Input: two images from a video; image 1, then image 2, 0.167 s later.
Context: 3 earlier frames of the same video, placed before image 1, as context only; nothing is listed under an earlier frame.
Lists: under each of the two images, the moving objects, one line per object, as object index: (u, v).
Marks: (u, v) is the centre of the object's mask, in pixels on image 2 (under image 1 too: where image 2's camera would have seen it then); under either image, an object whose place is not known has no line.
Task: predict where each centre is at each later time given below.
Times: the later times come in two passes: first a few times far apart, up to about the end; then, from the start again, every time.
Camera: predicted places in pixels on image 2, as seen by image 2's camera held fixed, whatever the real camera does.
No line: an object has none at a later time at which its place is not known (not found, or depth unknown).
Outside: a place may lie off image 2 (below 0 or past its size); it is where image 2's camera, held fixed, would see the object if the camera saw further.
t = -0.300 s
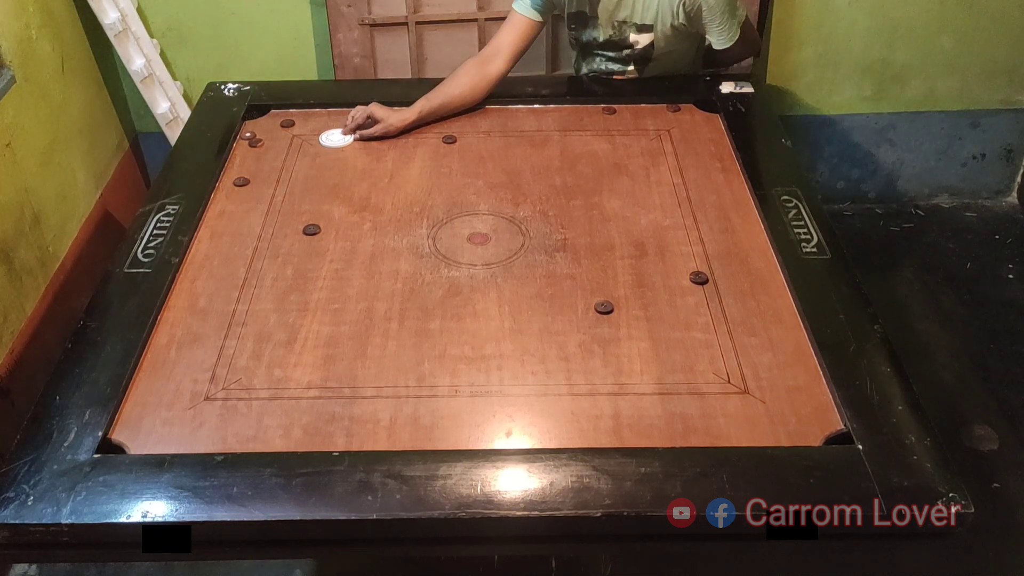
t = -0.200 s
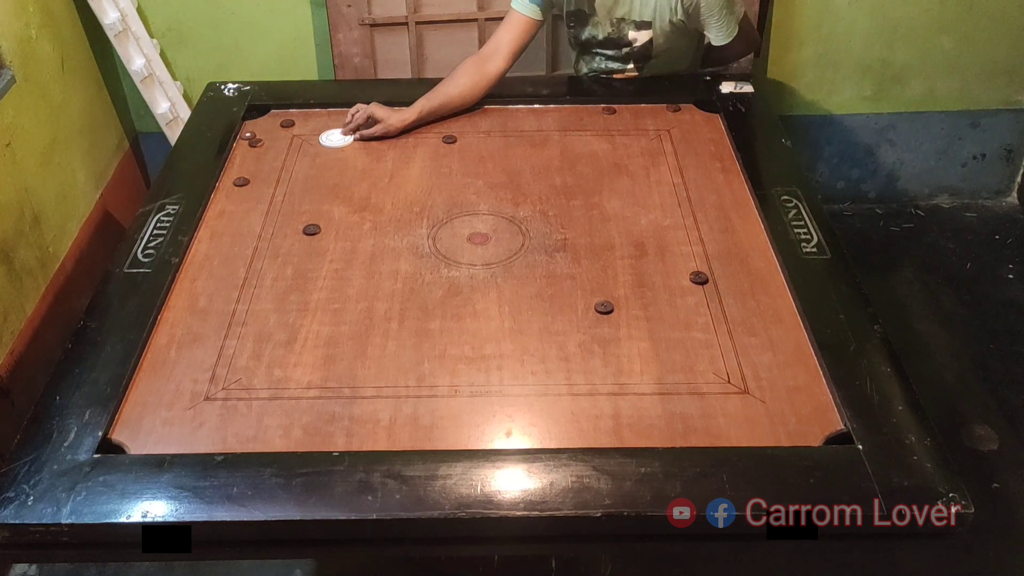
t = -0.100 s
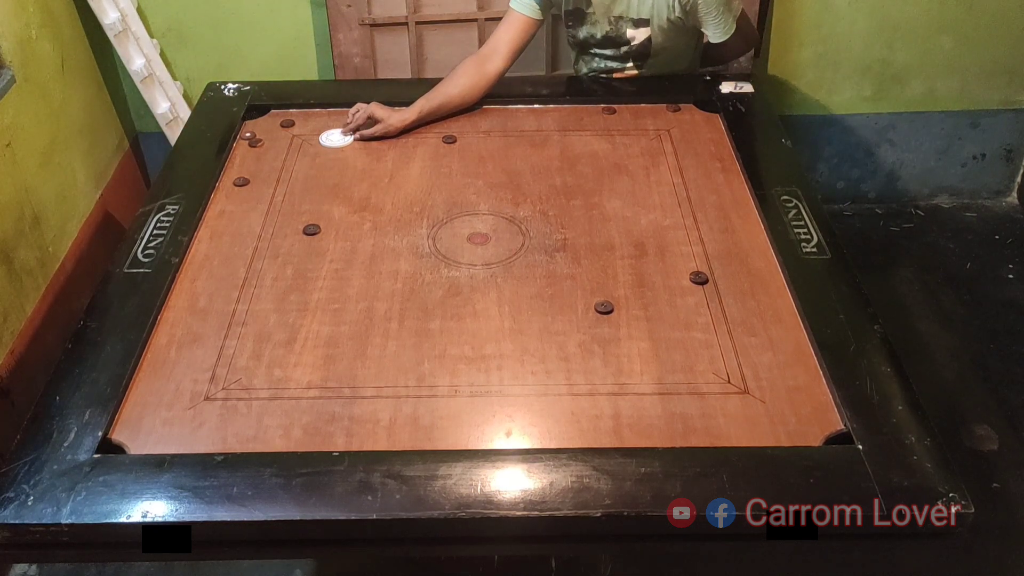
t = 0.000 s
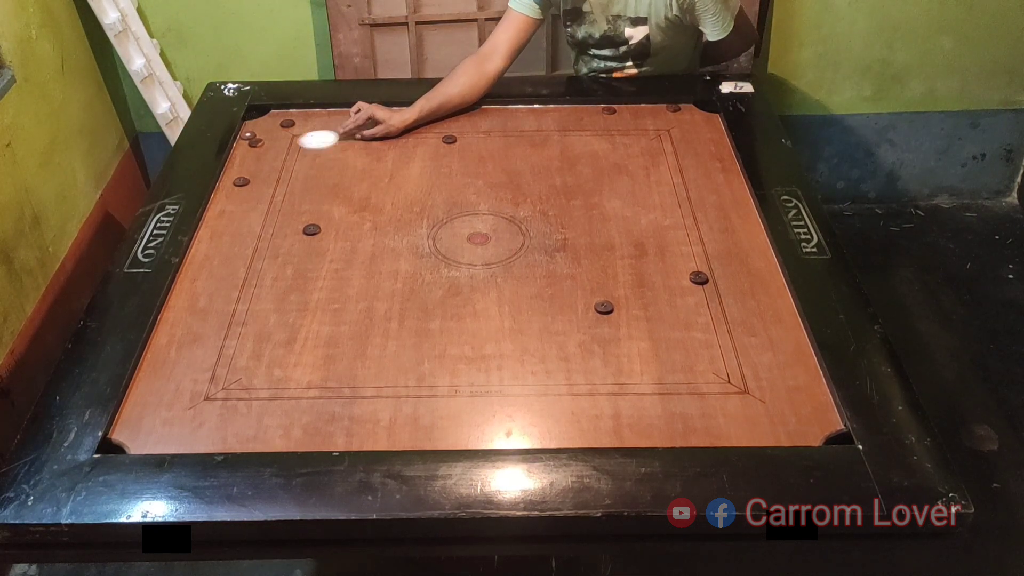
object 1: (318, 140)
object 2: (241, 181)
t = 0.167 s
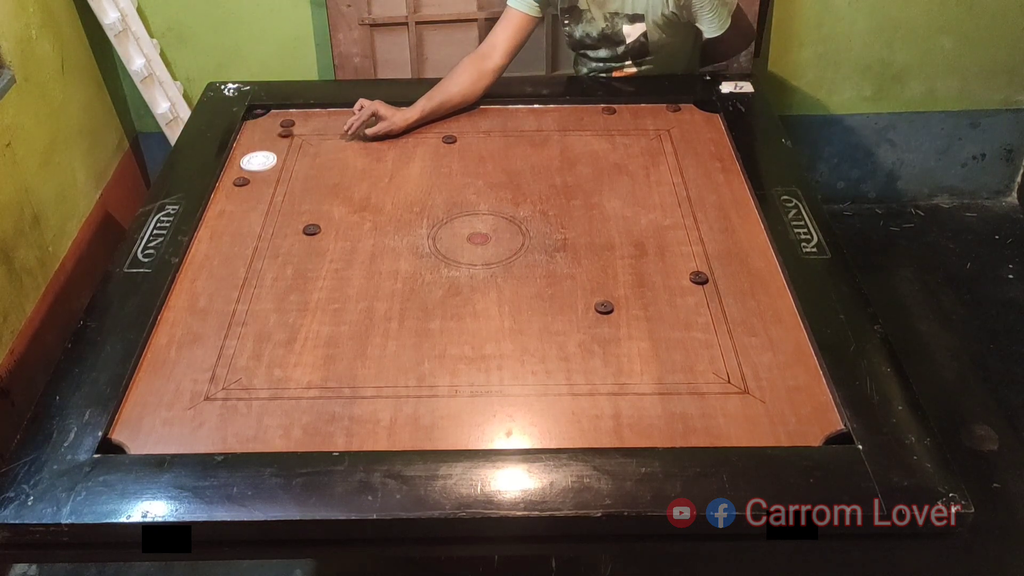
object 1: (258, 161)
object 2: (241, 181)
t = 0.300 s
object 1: (251, 177)
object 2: (221, 200)
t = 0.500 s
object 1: (244, 186)
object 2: (218, 218)
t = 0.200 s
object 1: (256, 167)
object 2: (241, 182)
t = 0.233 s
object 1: (254, 171)
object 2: (235, 187)
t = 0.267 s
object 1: (252, 174)
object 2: (228, 194)
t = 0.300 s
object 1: (251, 177)
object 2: (221, 200)
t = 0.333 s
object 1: (249, 179)
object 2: (216, 205)
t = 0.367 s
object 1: (248, 181)
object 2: (216, 209)
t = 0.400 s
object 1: (247, 183)
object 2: (217, 212)
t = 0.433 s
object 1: (246, 185)
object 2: (218, 214)
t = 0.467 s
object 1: (245, 186)
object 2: (218, 216)
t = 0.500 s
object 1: (244, 186)
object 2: (218, 218)
